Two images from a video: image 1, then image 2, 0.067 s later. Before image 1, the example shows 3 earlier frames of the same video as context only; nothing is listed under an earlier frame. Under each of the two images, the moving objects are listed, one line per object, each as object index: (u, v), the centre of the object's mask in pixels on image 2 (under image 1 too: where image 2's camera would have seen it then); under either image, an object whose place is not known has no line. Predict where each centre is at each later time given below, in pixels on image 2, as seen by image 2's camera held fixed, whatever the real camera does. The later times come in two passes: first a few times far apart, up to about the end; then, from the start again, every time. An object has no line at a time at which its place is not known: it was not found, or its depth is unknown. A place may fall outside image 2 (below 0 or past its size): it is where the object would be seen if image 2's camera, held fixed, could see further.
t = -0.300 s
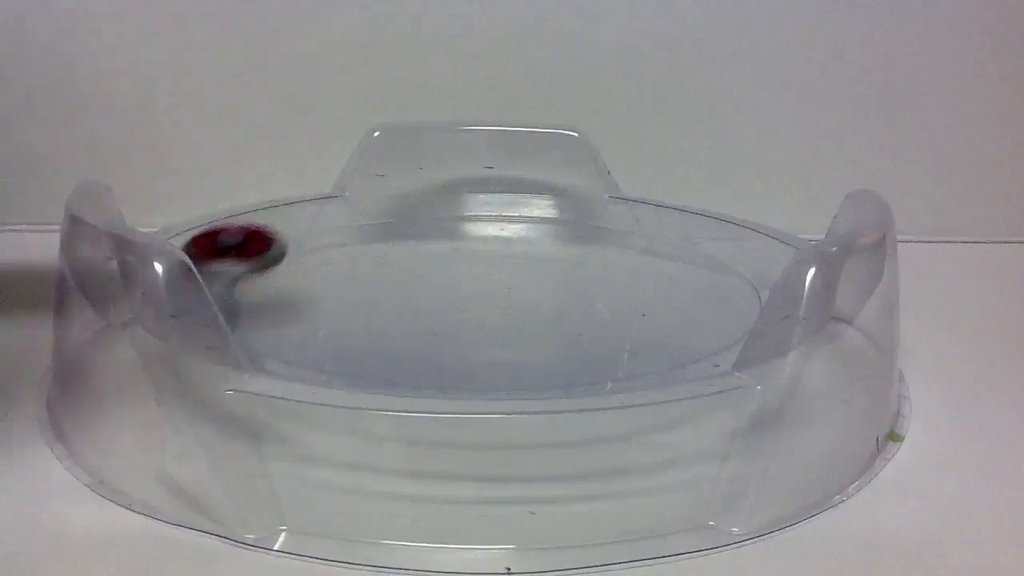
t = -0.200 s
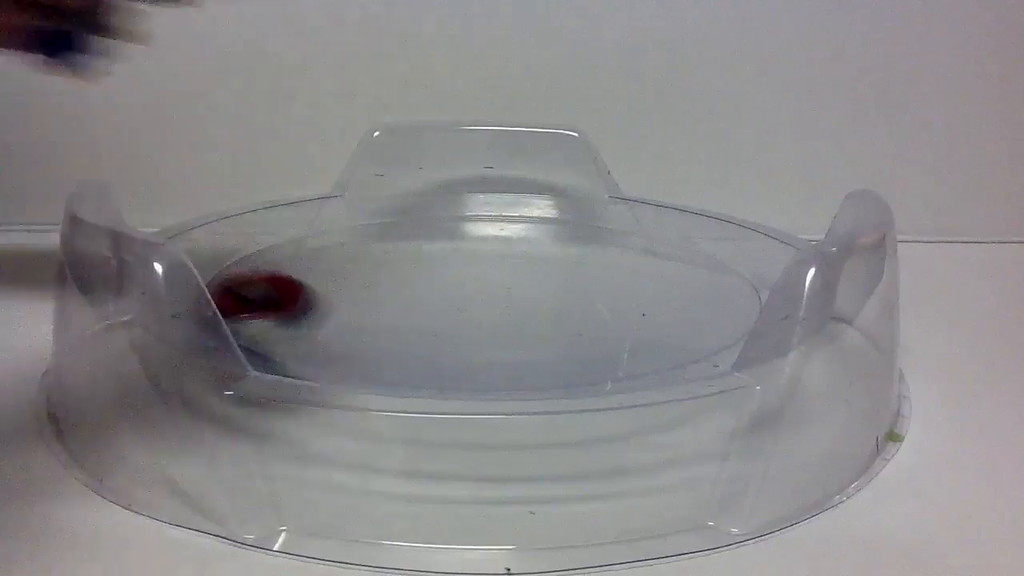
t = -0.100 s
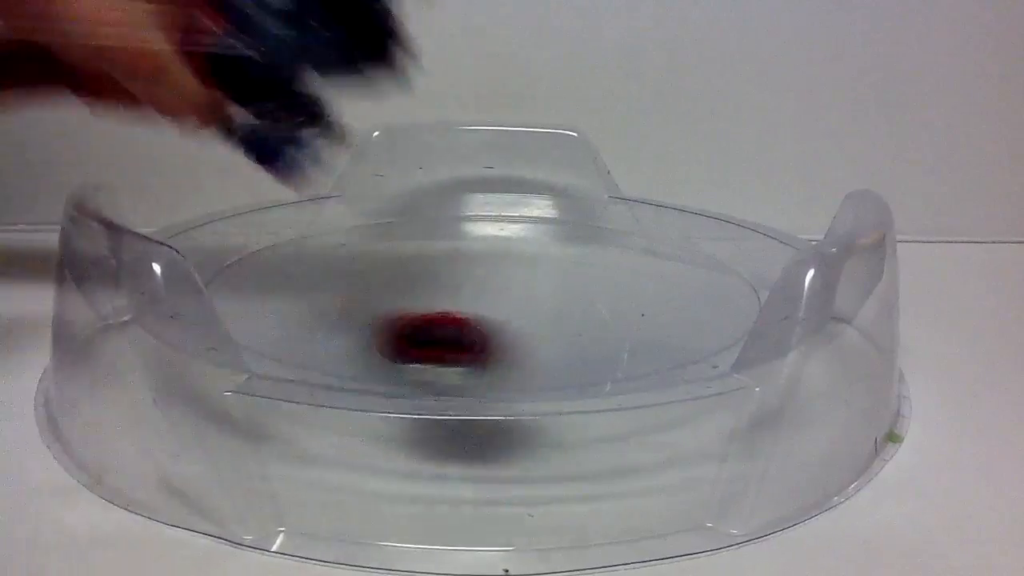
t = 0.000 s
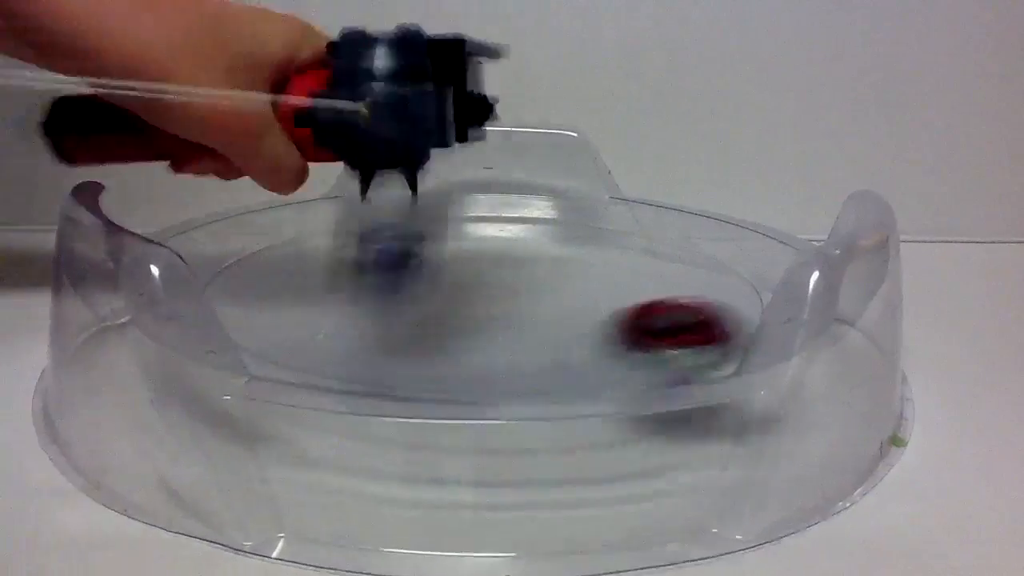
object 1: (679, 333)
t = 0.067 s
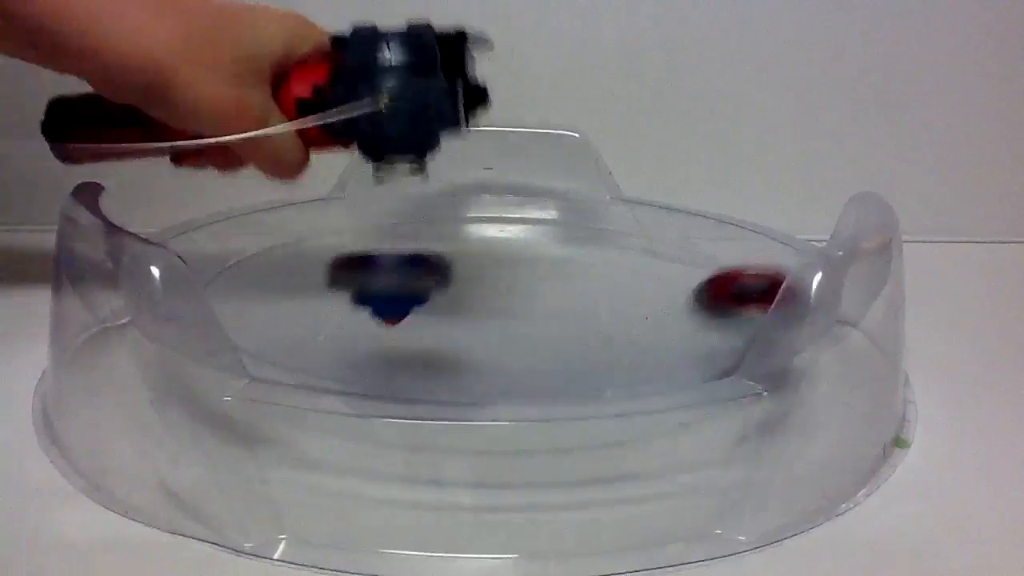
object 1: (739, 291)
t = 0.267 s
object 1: (617, 212)
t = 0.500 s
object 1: (305, 221)
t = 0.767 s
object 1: (401, 353)
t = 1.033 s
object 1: (746, 260)
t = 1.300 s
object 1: (433, 204)
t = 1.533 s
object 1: (253, 298)
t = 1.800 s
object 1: (702, 329)
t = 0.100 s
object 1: (747, 279)
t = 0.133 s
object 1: (748, 262)
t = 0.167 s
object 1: (727, 246)
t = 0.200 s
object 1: (697, 231)
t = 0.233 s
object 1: (661, 221)
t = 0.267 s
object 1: (617, 212)
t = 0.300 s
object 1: (575, 206)
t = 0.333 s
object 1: (524, 203)
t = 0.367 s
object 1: (472, 201)
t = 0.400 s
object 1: (426, 203)
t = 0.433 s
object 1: (382, 205)
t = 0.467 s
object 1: (340, 212)
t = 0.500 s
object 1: (305, 221)
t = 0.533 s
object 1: (274, 234)
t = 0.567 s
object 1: (251, 248)
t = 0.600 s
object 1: (239, 273)
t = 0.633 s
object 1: (243, 285)
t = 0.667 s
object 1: (258, 302)
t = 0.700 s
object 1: (287, 324)
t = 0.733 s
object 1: (337, 341)
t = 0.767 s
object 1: (401, 353)
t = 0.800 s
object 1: (487, 352)
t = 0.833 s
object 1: (572, 351)
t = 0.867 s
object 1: (642, 342)
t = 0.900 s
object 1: (698, 329)
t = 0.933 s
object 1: (726, 311)
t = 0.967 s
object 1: (743, 292)
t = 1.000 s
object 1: (748, 275)
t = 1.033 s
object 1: (746, 260)
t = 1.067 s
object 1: (722, 244)
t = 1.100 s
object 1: (688, 229)
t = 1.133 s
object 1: (648, 218)
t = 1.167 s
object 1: (605, 209)
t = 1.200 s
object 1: (567, 204)
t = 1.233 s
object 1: (523, 201)
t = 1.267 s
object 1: (474, 201)
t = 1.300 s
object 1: (433, 204)
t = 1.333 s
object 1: (392, 210)
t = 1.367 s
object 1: (351, 219)
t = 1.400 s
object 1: (314, 231)
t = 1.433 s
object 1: (286, 241)
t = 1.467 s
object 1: (264, 255)
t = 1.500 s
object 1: (250, 280)
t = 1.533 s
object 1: (253, 298)
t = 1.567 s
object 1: (267, 319)
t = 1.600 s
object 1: (291, 330)
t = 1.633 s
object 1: (341, 337)
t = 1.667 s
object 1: (424, 360)
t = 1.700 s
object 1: (502, 359)
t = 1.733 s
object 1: (577, 352)
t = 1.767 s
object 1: (649, 341)
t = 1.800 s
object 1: (702, 329)
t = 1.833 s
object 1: (728, 312)
